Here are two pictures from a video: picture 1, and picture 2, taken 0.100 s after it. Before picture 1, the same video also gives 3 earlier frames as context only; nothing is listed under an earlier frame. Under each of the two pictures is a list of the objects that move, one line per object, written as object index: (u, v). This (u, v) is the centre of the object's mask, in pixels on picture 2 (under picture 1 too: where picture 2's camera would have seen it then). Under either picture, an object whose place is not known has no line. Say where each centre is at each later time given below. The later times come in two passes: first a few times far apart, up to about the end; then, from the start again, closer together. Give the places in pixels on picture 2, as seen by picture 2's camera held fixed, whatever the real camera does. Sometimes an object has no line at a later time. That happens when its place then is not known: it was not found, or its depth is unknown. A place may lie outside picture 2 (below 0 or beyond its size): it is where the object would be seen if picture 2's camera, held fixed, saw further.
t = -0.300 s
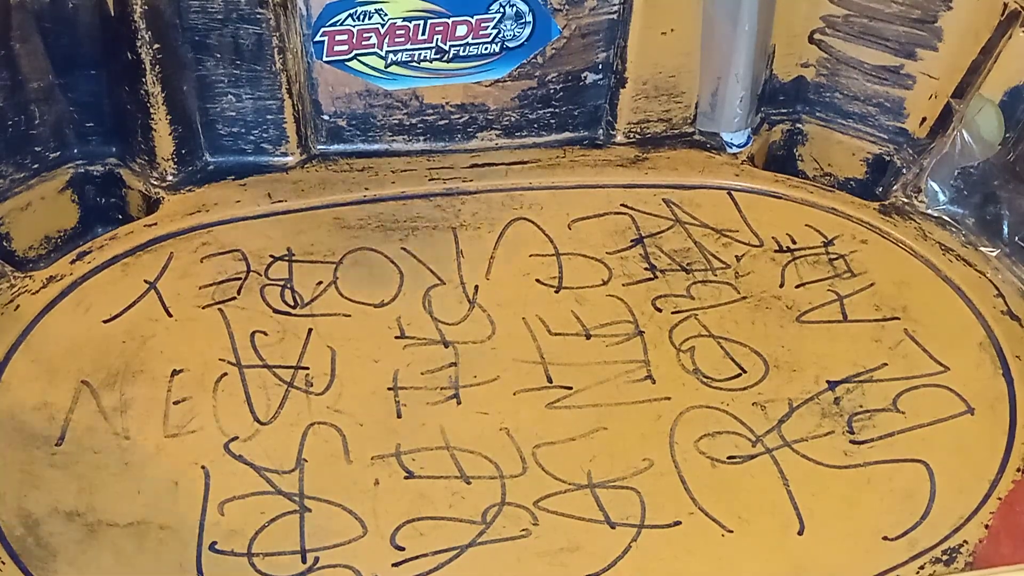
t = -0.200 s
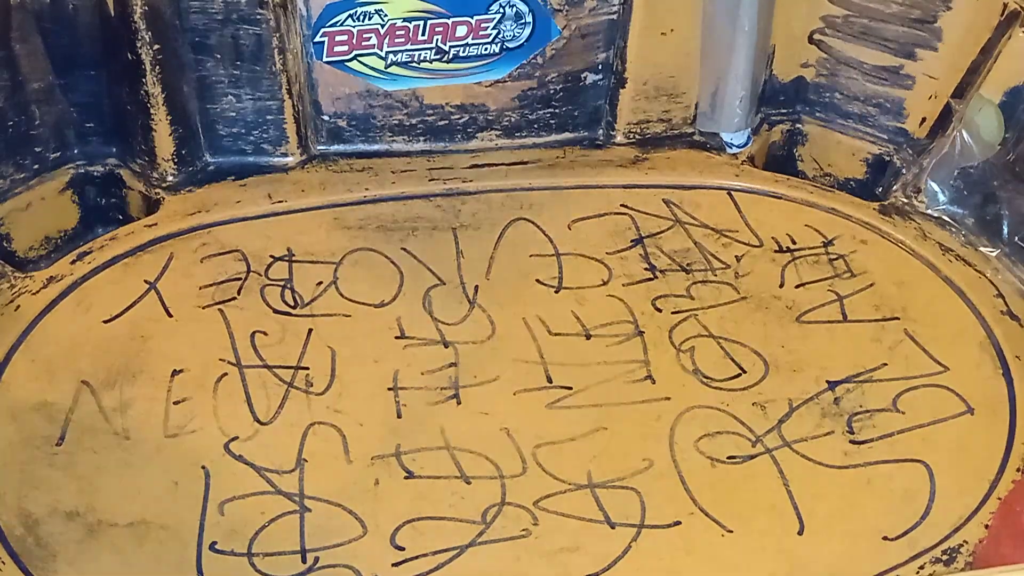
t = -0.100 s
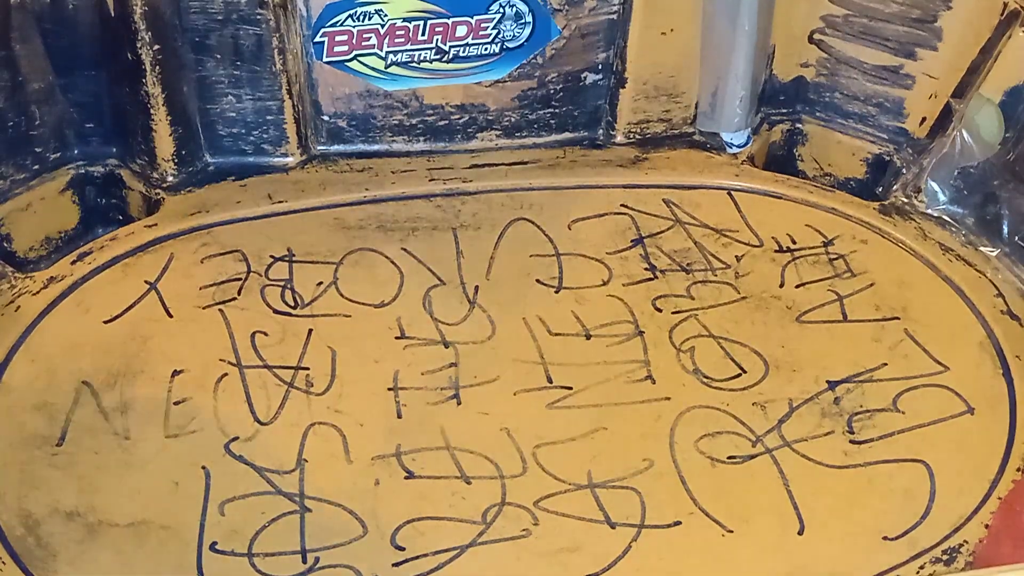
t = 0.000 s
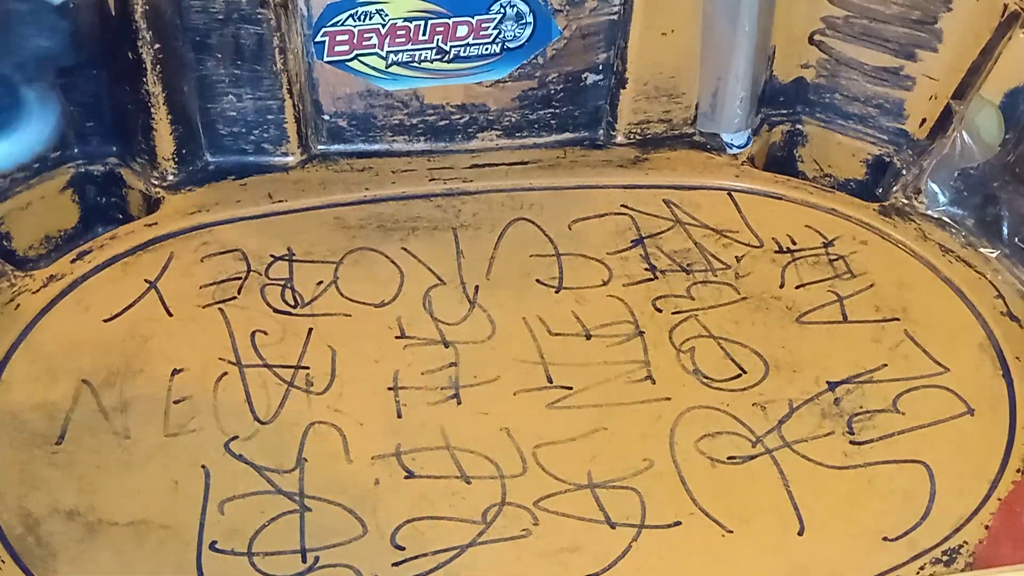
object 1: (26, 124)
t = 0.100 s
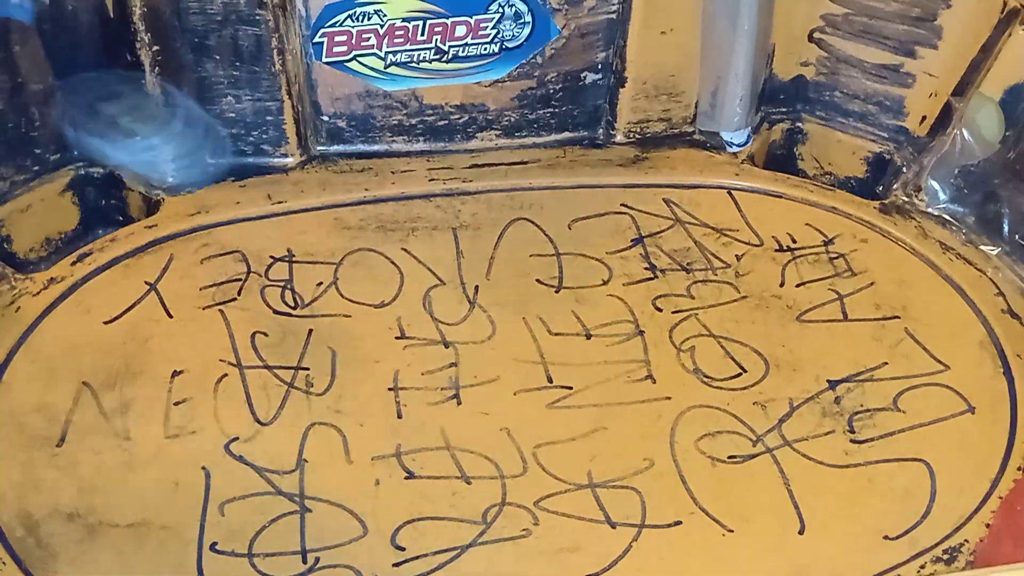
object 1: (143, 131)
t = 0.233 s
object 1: (302, 144)
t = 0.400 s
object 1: (425, 240)
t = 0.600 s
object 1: (517, 343)
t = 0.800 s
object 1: (617, 306)
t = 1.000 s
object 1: (576, 224)
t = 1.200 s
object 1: (436, 260)
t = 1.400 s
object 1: (476, 388)
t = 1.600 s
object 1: (658, 431)
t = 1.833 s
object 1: (751, 322)
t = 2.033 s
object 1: (605, 277)
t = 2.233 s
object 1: (460, 365)
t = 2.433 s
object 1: (472, 504)
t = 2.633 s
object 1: (675, 509)
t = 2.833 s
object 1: (678, 393)
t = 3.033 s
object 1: (506, 334)
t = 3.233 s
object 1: (315, 386)
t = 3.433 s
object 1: (156, 514)
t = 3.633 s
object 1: (323, 554)
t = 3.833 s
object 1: (490, 469)
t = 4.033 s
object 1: (424, 335)
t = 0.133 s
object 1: (217, 180)
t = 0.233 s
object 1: (302, 144)
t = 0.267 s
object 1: (334, 147)
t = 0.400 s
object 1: (425, 240)
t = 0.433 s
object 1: (442, 274)
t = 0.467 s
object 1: (456, 293)
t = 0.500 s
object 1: (469, 310)
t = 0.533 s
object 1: (484, 328)
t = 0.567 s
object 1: (501, 337)
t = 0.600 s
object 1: (517, 343)
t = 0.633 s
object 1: (533, 348)
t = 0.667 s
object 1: (551, 345)
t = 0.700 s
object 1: (572, 339)
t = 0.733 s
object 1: (593, 330)
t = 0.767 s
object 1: (607, 320)
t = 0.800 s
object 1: (617, 306)
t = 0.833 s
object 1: (623, 288)
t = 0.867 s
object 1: (623, 271)
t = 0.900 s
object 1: (616, 255)
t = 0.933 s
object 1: (607, 241)
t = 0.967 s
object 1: (594, 233)
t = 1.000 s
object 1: (576, 224)
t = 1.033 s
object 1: (552, 220)
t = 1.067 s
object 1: (528, 217)
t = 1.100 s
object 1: (500, 222)
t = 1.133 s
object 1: (475, 228)
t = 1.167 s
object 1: (454, 244)
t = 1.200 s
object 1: (436, 260)
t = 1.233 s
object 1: (425, 281)
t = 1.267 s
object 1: (423, 302)
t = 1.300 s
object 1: (425, 326)
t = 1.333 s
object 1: (436, 350)
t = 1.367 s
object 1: (453, 370)
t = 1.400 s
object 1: (476, 388)
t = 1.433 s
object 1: (501, 402)
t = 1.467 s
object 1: (529, 416)
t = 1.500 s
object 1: (556, 426)
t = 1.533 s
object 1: (586, 434)
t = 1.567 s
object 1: (621, 434)
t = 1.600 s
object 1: (658, 431)
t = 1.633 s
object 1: (690, 424)
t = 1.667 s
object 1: (718, 411)
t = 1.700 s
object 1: (736, 395)
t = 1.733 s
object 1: (750, 378)
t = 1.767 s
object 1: (757, 360)
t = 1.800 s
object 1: (758, 339)
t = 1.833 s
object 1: (751, 322)
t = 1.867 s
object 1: (737, 306)
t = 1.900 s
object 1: (715, 292)
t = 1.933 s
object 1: (694, 282)
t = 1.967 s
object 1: (665, 277)
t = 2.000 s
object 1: (636, 274)
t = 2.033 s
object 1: (605, 277)
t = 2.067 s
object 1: (576, 284)
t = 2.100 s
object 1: (548, 294)
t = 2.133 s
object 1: (520, 309)
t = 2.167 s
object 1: (496, 325)
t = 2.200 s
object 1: (476, 344)
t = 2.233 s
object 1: (460, 365)
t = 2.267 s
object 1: (448, 387)
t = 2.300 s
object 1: (438, 410)
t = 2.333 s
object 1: (434, 434)
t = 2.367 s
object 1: (437, 463)
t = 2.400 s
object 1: (450, 486)
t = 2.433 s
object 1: (472, 504)
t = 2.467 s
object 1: (502, 520)
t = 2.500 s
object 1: (536, 529)
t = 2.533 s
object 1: (573, 530)
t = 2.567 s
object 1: (609, 529)
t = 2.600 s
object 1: (643, 522)
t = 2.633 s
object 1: (675, 509)
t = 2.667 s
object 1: (697, 494)
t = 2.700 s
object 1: (711, 474)
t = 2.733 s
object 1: (716, 452)
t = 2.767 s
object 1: (711, 433)
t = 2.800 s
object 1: (698, 411)
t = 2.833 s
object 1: (678, 393)
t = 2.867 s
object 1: (655, 375)
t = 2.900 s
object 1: (626, 361)
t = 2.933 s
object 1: (598, 349)
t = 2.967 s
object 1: (565, 341)
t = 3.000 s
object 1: (535, 336)
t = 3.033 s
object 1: (506, 334)
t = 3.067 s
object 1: (473, 333)
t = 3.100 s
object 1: (440, 336)
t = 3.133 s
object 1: (406, 342)
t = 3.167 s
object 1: (374, 353)
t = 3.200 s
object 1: (345, 369)
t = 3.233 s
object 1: (315, 386)
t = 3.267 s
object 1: (282, 406)
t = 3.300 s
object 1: (249, 426)
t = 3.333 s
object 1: (208, 447)
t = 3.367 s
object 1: (180, 468)
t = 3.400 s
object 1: (162, 490)
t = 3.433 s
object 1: (156, 514)
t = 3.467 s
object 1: (163, 531)
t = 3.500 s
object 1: (184, 543)
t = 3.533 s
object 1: (210, 550)
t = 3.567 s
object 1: (243, 555)
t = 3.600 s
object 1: (280, 555)
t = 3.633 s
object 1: (323, 554)
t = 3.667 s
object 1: (358, 550)
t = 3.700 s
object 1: (399, 544)
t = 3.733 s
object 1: (433, 536)
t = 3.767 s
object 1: (462, 518)
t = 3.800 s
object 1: (480, 494)
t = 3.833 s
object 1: (490, 469)
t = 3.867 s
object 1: (493, 445)
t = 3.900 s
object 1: (490, 418)
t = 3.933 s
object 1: (479, 397)
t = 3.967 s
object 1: (463, 373)
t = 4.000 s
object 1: (446, 353)
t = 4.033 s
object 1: (424, 335)
